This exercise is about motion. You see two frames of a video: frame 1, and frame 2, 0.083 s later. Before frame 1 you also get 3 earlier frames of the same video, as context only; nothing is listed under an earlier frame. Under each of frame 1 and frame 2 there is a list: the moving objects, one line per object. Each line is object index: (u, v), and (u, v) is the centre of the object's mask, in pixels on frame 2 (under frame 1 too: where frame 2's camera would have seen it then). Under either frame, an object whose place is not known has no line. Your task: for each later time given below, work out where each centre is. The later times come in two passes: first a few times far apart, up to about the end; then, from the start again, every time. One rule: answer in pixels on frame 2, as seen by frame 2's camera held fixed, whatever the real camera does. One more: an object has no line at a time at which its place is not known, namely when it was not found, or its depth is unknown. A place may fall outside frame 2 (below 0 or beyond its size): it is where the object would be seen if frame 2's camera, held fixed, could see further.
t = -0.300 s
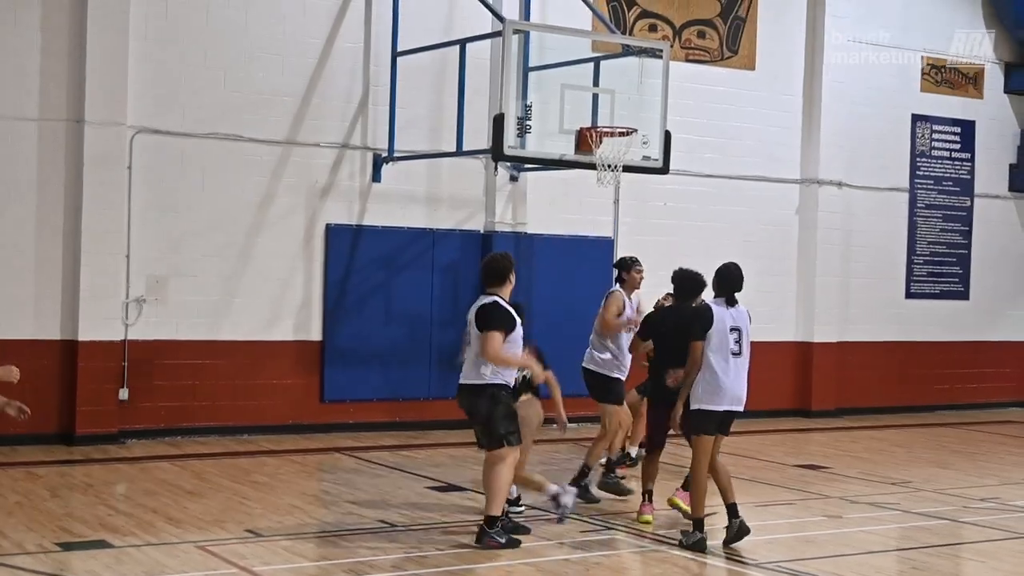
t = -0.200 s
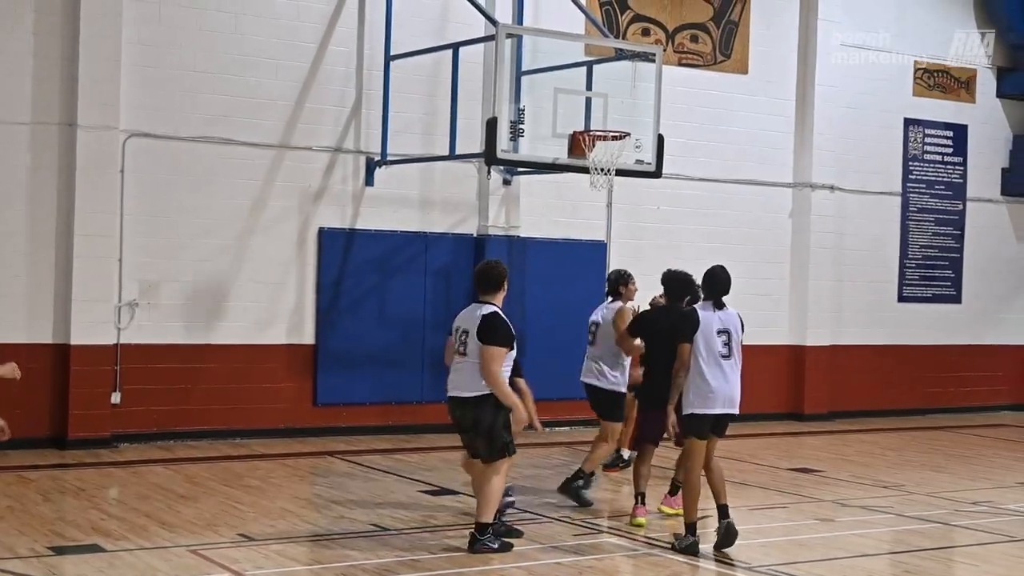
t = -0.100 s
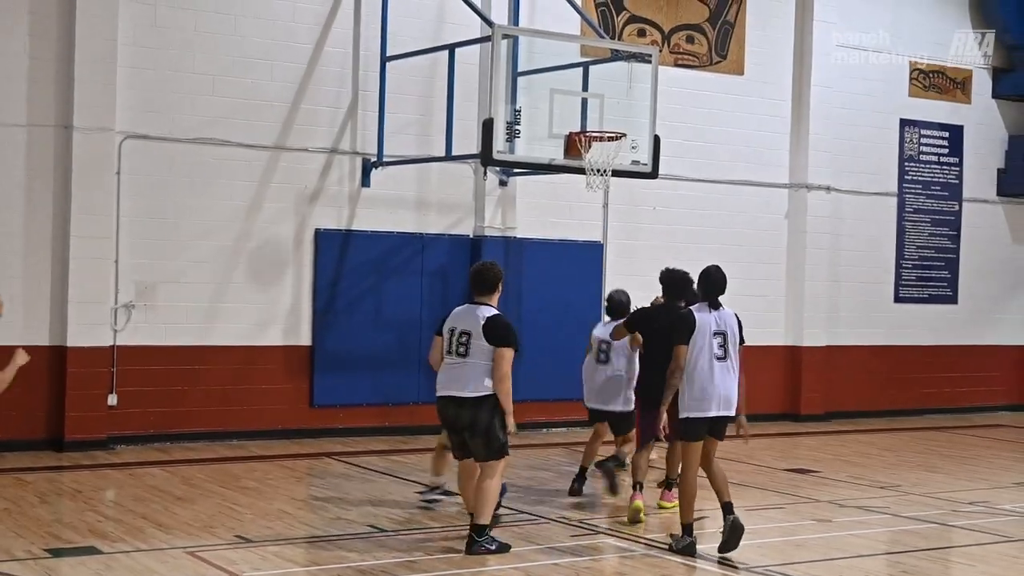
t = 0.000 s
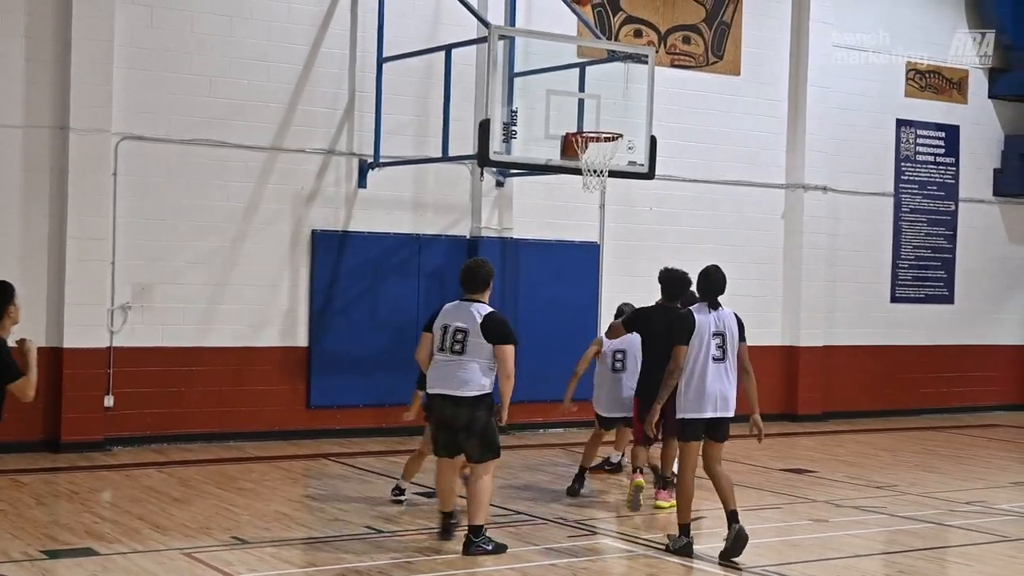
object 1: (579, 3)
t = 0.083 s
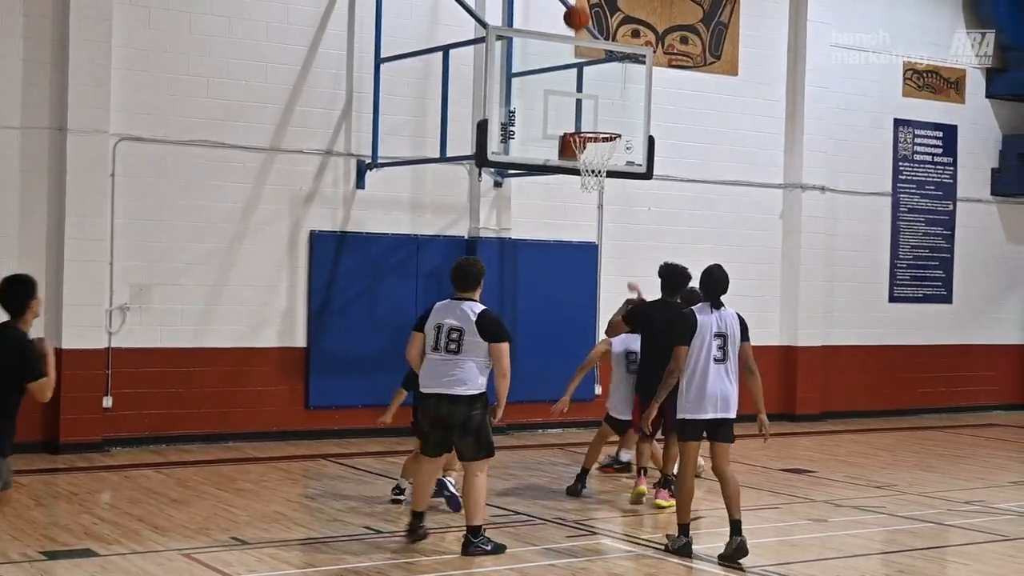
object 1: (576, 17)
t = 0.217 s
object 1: (574, 68)
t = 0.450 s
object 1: (642, 112)
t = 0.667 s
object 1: (704, 112)
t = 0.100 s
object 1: (576, 23)
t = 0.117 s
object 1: (576, 29)
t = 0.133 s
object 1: (575, 35)
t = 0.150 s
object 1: (575, 42)
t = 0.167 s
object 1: (575, 48)
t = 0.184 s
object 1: (574, 54)
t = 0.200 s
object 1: (573, 61)
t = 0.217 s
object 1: (574, 68)
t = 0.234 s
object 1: (579, 73)
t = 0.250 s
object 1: (584, 78)
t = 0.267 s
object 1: (590, 83)
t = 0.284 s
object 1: (595, 89)
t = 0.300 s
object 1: (599, 95)
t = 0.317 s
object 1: (605, 101)
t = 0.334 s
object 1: (609, 108)
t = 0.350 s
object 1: (614, 115)
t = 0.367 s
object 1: (619, 123)
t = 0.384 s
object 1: (624, 122)
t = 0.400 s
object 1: (628, 119)
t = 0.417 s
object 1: (633, 117)
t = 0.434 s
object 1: (637, 114)
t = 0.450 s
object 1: (642, 112)
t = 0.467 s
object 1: (647, 110)
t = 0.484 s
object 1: (651, 109)
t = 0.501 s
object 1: (656, 107)
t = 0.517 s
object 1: (661, 106)
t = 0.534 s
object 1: (666, 106)
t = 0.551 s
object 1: (670, 106)
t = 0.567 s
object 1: (675, 105)
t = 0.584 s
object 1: (680, 106)
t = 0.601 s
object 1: (685, 106)
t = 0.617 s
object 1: (689, 107)
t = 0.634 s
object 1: (694, 109)
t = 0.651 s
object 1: (699, 110)
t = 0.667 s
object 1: (704, 112)
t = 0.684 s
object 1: (708, 114)
